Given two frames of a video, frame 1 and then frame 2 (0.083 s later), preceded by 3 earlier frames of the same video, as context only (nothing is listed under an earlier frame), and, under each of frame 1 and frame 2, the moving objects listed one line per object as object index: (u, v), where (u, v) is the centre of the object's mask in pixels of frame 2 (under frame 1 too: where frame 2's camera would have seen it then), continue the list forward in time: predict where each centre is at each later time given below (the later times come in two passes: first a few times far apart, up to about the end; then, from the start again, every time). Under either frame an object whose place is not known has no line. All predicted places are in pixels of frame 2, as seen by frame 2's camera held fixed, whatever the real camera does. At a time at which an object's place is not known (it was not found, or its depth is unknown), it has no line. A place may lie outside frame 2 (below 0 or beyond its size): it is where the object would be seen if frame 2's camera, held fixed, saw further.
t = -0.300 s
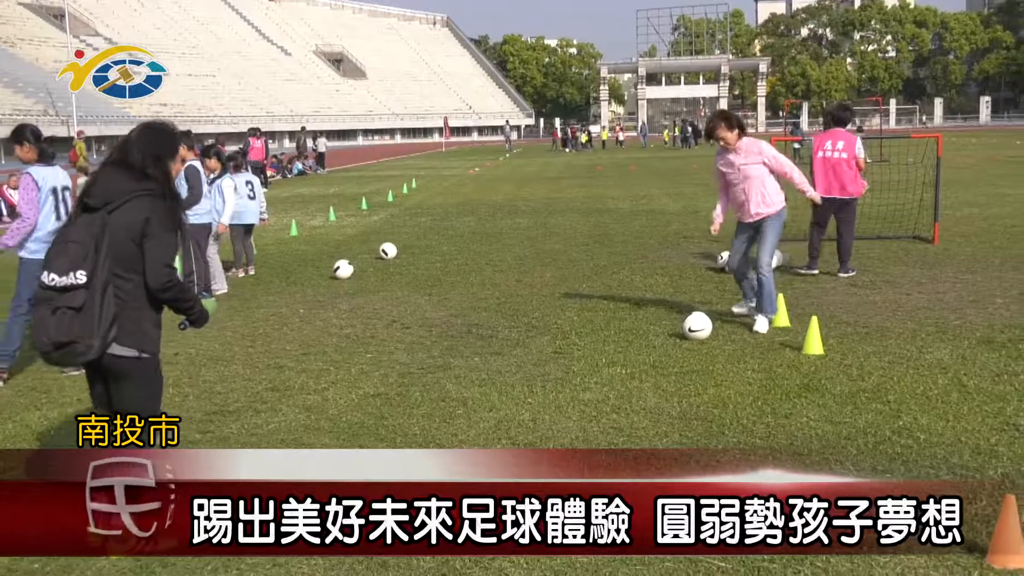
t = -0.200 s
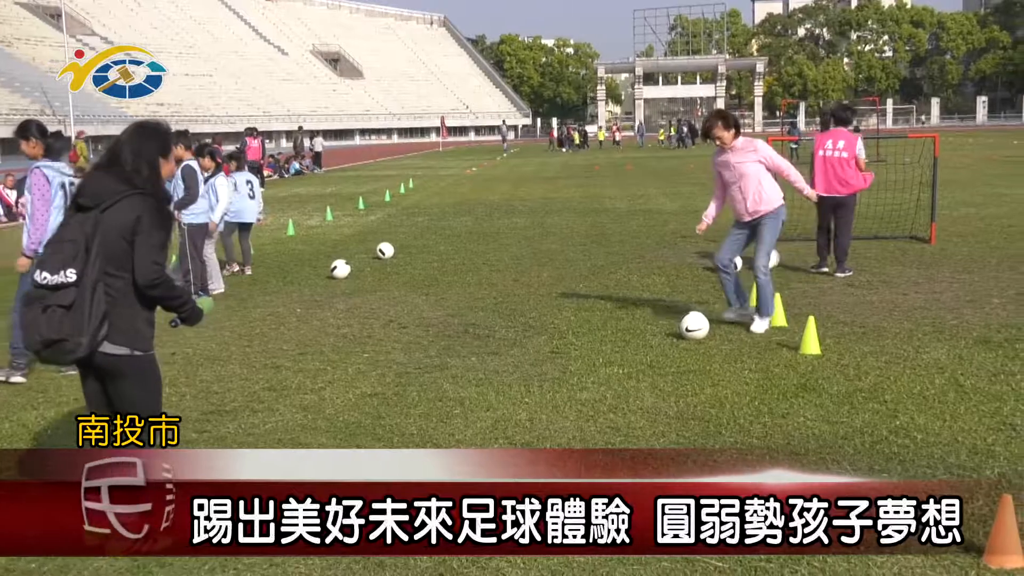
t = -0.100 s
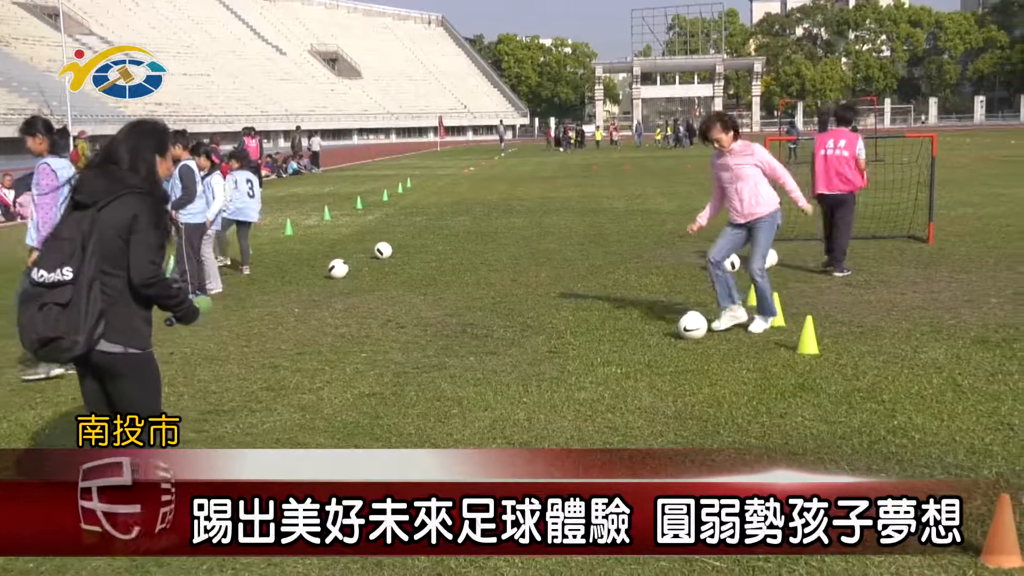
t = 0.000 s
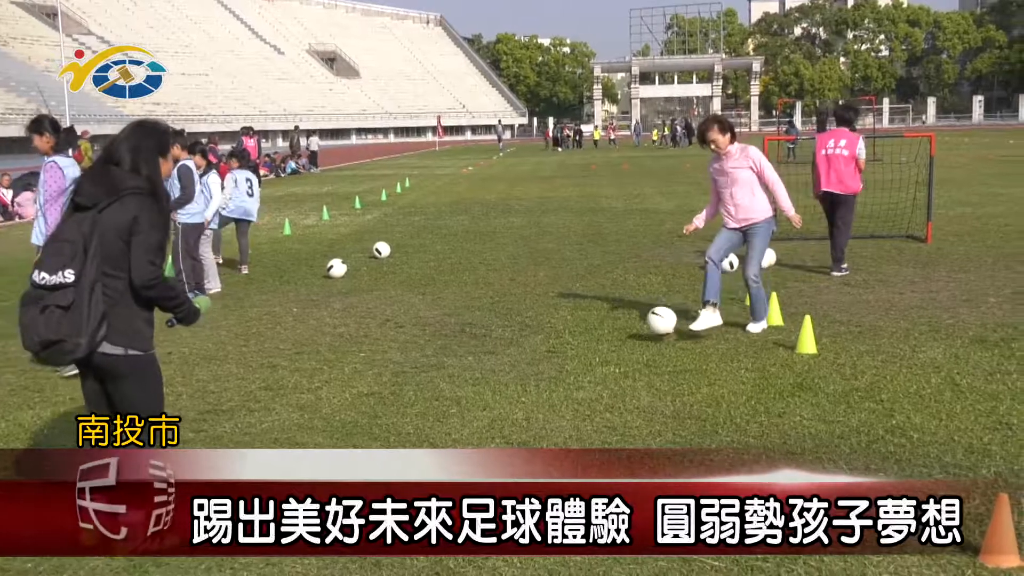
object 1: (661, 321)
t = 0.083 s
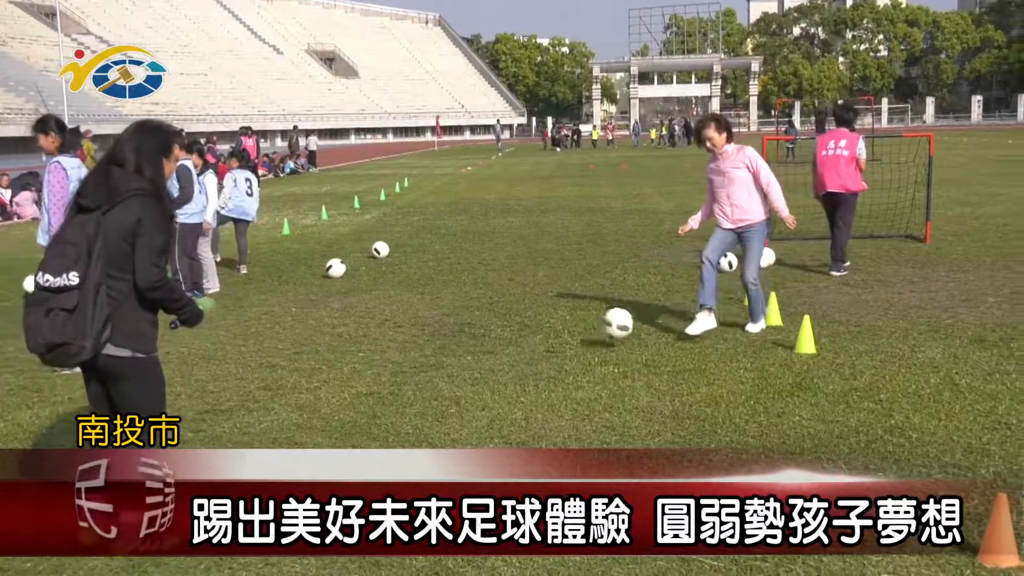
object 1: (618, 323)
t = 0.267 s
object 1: (525, 343)
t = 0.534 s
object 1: (427, 357)
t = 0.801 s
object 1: (346, 374)
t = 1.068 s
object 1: (264, 384)
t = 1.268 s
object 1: (206, 393)
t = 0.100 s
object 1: (609, 325)
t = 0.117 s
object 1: (600, 327)
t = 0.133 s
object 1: (591, 329)
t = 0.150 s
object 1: (581, 333)
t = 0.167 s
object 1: (572, 336)
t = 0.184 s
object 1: (563, 340)
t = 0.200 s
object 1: (553, 344)
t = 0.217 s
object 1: (545, 346)
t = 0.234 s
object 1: (538, 344)
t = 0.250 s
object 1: (531, 343)
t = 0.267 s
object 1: (525, 343)
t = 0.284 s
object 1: (518, 343)
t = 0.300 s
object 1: (511, 343)
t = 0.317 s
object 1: (504, 344)
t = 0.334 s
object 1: (496, 345)
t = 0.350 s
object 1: (489, 347)
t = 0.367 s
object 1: (481, 350)
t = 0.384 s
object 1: (474, 352)
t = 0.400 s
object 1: (467, 355)
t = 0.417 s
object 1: (460, 358)
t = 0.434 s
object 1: (455, 357)
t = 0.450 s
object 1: (451, 356)
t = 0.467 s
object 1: (446, 356)
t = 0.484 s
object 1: (441, 356)
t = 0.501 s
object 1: (436, 356)
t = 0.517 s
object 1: (432, 356)
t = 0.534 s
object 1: (427, 357)
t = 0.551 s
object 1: (421, 359)
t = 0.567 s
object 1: (417, 360)
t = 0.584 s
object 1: (412, 362)
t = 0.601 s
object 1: (407, 365)
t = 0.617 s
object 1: (401, 367)
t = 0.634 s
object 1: (397, 367)
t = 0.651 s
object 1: (392, 367)
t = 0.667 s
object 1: (387, 368)
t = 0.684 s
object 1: (382, 367)
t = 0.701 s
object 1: (377, 369)
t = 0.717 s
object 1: (371, 370)
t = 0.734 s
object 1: (366, 371)
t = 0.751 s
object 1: (361, 372)
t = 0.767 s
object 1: (356, 372)
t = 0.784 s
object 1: (351, 374)
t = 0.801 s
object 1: (346, 374)
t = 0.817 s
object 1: (341, 375)
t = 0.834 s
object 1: (336, 376)
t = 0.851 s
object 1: (331, 377)
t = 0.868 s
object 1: (326, 376)
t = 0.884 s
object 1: (320, 377)
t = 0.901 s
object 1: (316, 377)
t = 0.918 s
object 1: (310, 378)
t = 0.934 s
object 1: (305, 379)
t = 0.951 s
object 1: (300, 380)
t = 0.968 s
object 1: (295, 382)
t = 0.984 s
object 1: (290, 382)
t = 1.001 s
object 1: (285, 382)
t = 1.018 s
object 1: (279, 382)
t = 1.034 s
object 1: (274, 382)
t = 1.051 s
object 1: (269, 383)
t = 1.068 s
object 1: (264, 384)
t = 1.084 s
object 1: (259, 385)
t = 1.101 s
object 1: (254, 387)
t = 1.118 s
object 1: (249, 387)
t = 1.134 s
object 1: (245, 387)
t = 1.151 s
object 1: (240, 386)
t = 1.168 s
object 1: (235, 386)
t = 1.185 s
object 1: (231, 387)
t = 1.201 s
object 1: (226, 388)
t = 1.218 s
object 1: (220, 390)
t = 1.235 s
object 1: (215, 392)
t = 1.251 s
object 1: (211, 393)
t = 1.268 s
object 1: (206, 393)
